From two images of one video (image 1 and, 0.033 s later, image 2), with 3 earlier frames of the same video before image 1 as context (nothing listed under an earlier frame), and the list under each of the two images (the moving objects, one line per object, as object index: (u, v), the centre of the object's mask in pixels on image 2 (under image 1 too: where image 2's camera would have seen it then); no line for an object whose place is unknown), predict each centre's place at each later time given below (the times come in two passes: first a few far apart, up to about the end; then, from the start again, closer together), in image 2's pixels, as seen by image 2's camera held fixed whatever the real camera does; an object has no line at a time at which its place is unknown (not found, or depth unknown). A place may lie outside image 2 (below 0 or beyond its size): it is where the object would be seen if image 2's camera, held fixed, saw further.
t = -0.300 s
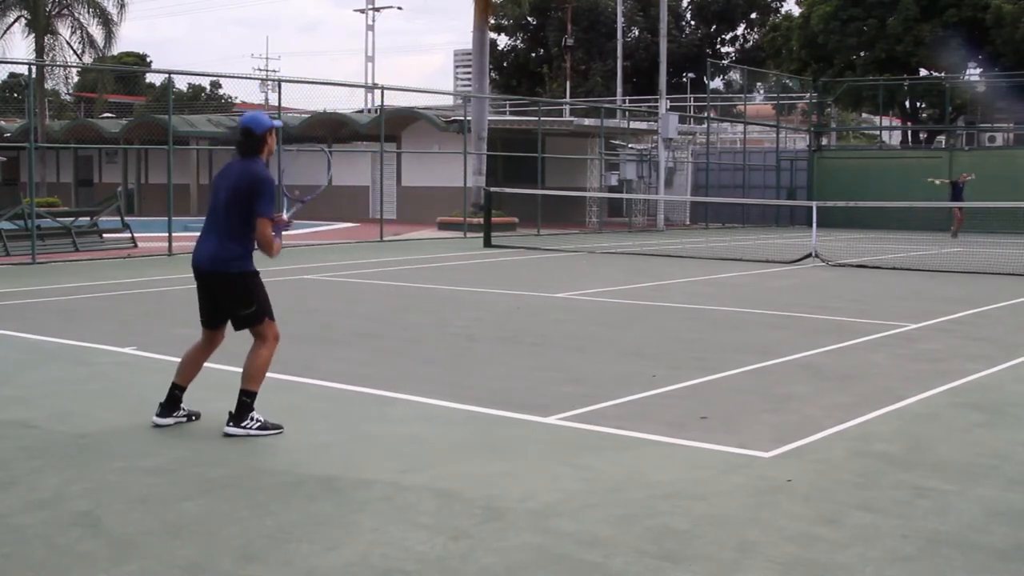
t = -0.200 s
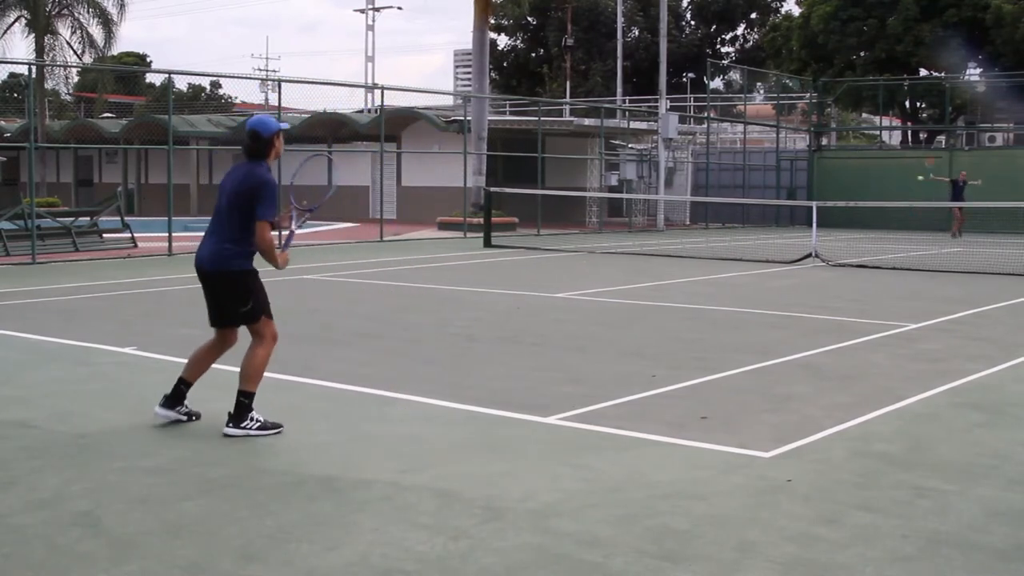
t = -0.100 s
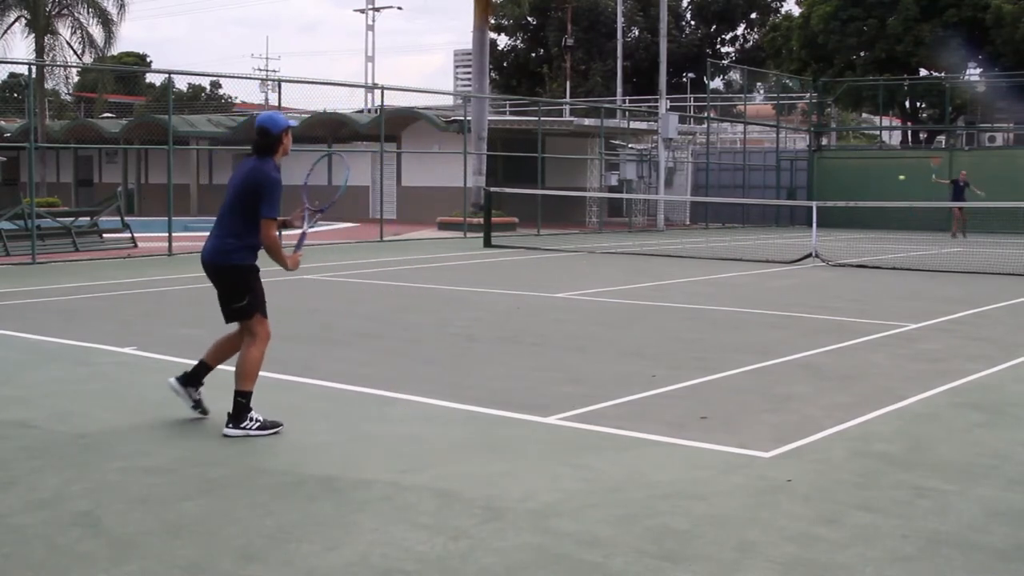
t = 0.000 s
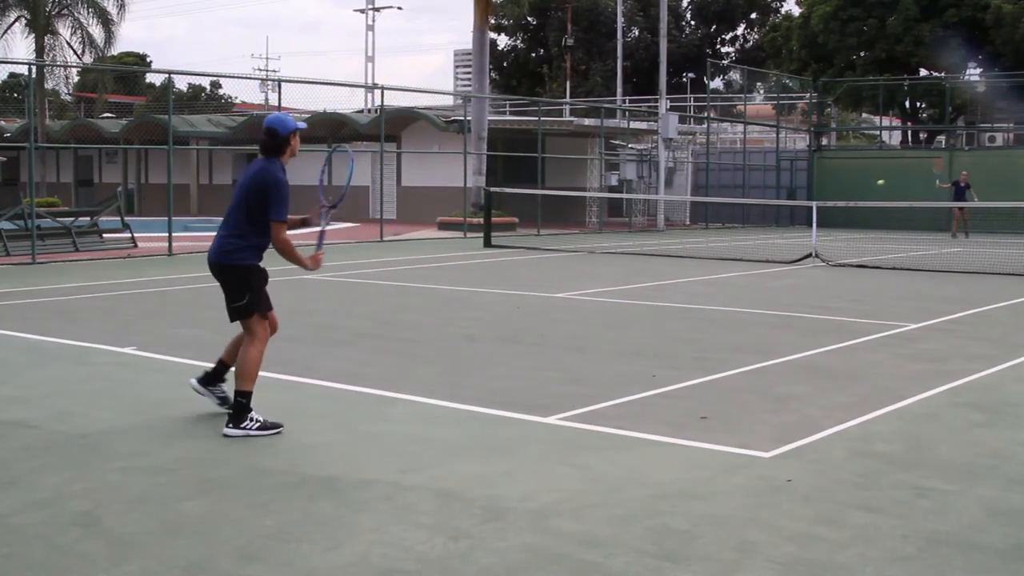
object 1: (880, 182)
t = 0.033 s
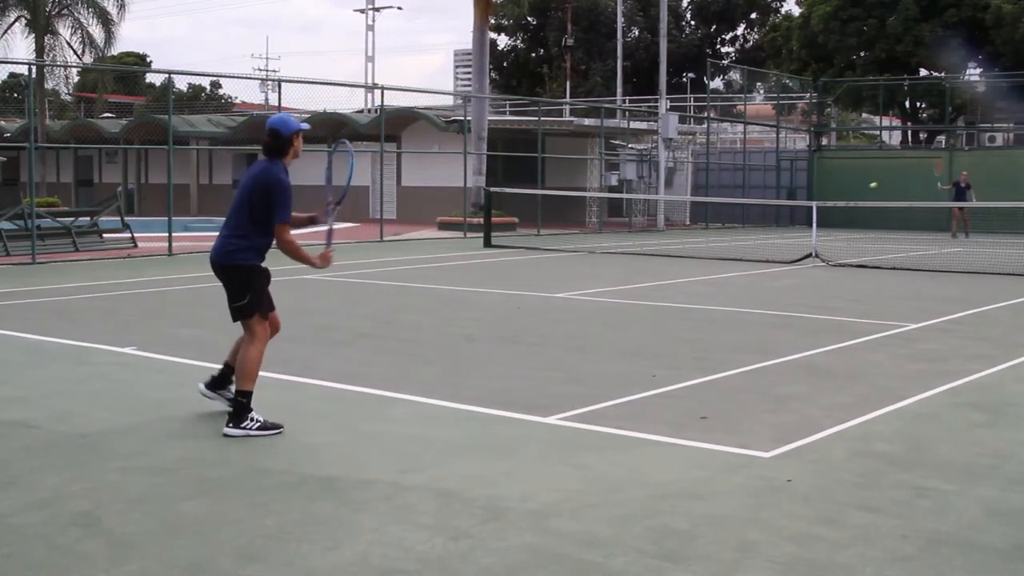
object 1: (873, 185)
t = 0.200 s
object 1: (830, 212)
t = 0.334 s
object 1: (788, 252)
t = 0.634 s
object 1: (696, 271)
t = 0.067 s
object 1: (865, 189)
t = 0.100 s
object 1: (857, 193)
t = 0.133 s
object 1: (848, 198)
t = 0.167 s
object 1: (839, 205)
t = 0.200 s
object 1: (830, 212)
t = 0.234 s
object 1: (821, 220)
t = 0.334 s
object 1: (788, 252)
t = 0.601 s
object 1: (705, 274)
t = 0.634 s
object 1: (696, 271)
